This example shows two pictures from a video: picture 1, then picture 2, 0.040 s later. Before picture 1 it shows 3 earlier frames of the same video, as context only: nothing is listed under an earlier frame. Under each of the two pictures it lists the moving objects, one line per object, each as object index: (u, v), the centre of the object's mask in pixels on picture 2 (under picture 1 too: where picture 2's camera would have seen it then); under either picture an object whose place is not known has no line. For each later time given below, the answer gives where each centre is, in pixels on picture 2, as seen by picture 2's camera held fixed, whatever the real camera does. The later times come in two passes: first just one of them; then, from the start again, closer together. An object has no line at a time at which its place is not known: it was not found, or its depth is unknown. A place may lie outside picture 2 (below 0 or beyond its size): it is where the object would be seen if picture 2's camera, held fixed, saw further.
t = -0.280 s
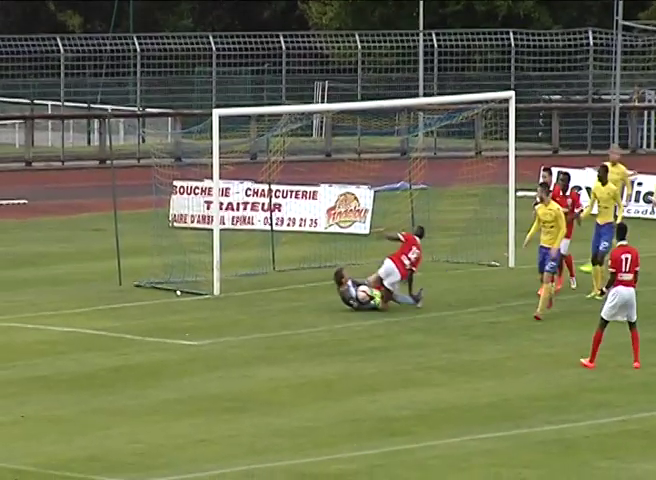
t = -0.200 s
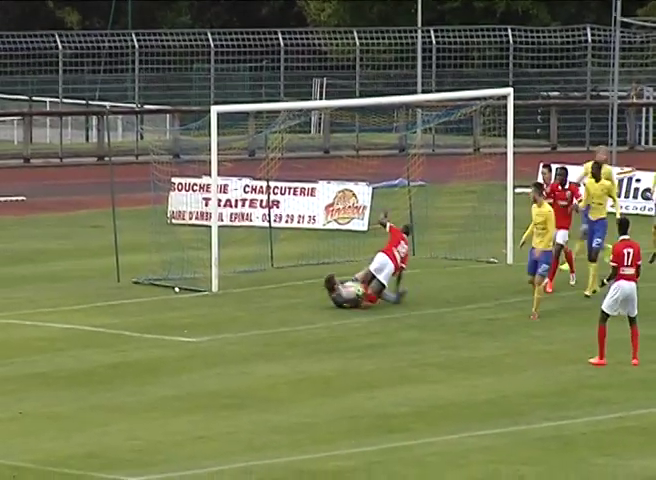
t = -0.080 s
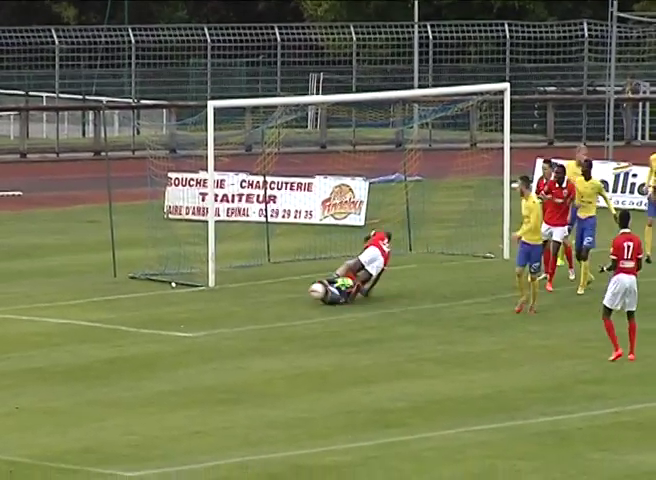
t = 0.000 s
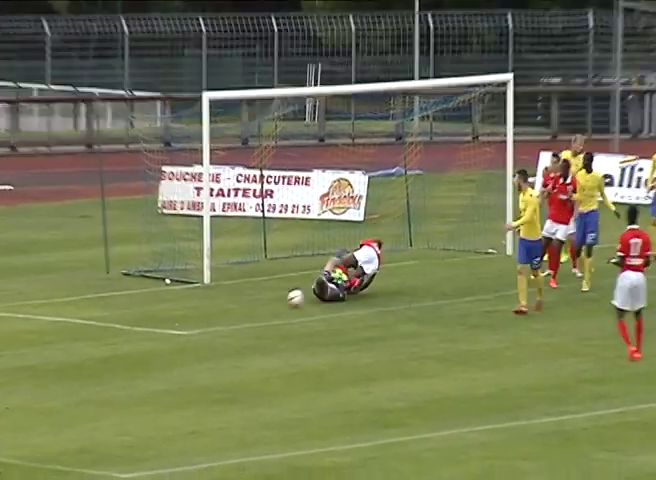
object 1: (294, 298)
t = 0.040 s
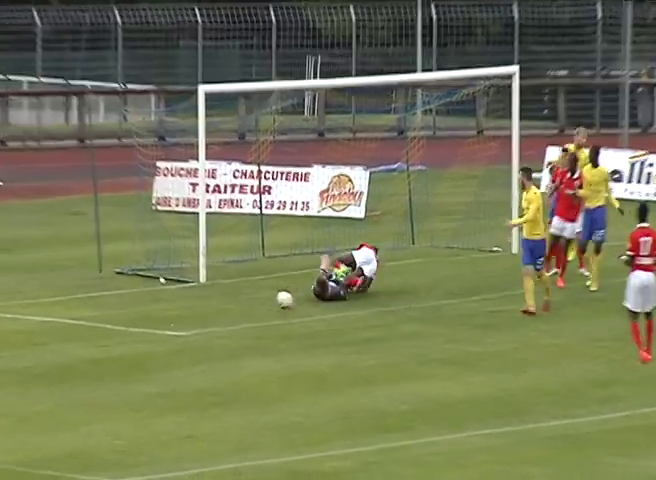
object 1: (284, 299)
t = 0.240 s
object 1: (240, 305)
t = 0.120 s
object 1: (266, 298)
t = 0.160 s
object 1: (258, 298)
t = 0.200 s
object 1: (248, 300)
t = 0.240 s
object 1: (240, 305)
